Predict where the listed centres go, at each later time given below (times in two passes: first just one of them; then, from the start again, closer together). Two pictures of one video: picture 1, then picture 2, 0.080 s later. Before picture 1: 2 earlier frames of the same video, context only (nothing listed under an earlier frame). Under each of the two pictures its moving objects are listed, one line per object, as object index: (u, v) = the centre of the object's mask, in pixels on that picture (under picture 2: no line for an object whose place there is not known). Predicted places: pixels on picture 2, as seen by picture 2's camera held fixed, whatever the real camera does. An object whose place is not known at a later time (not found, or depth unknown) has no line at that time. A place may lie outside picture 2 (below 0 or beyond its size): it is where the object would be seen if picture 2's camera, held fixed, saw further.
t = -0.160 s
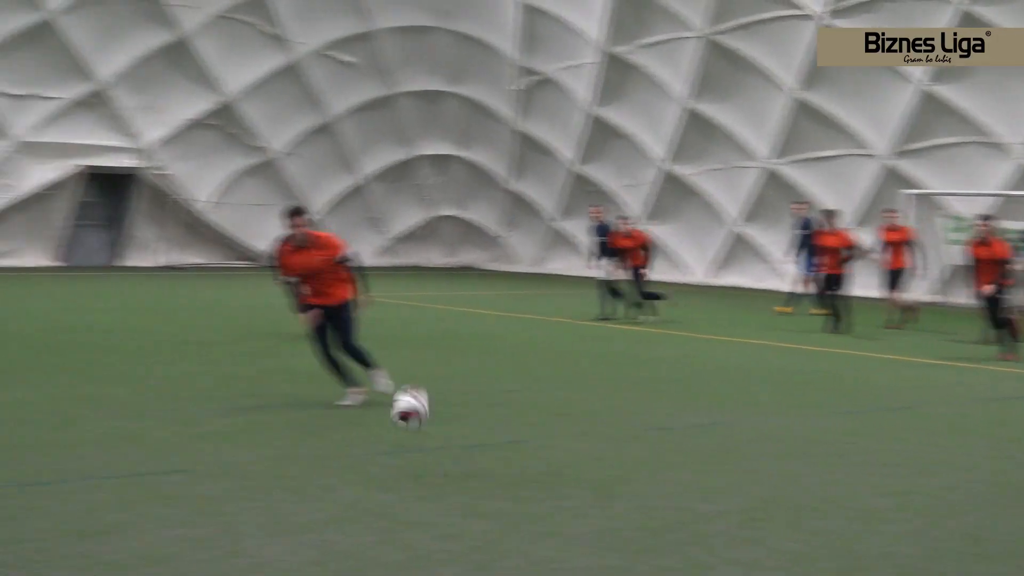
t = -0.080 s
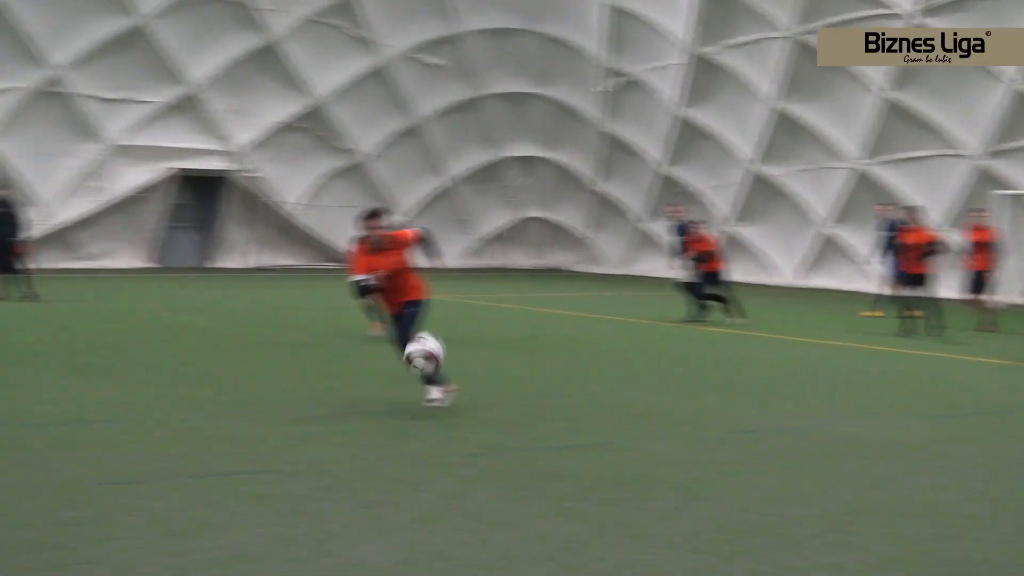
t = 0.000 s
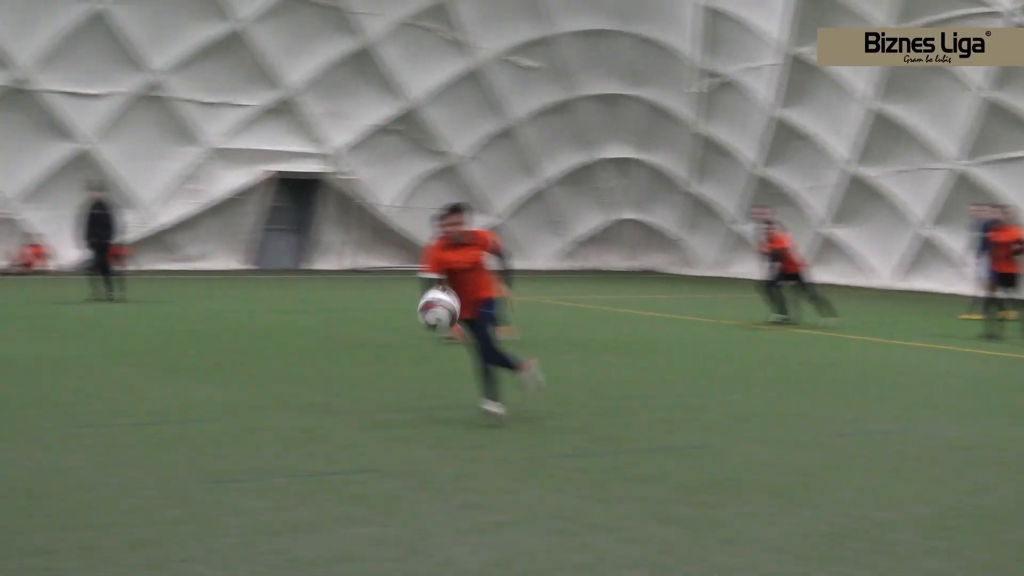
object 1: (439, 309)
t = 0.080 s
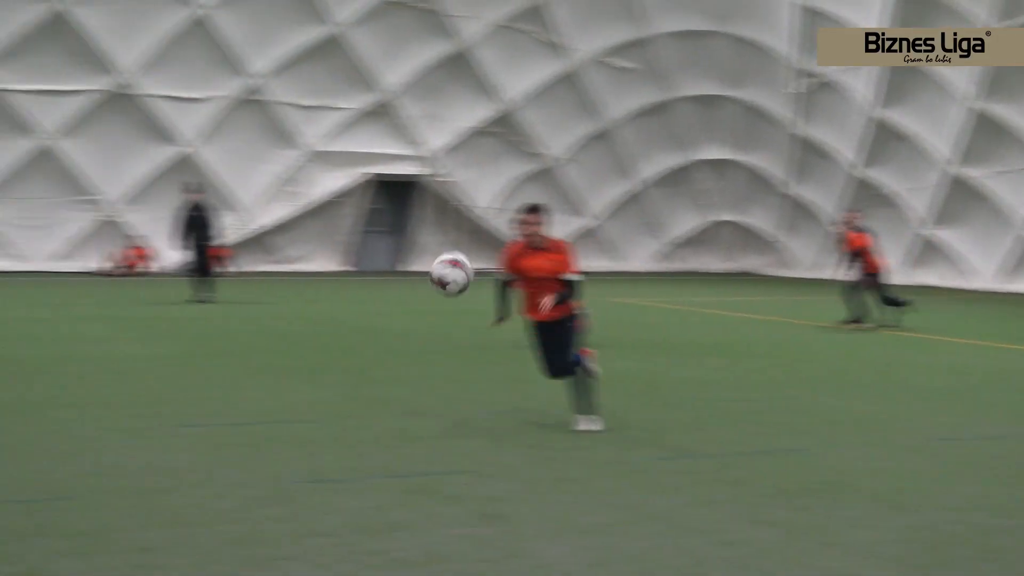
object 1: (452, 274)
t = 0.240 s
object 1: (276, 231)
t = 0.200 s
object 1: (323, 238)
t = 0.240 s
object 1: (276, 231)
